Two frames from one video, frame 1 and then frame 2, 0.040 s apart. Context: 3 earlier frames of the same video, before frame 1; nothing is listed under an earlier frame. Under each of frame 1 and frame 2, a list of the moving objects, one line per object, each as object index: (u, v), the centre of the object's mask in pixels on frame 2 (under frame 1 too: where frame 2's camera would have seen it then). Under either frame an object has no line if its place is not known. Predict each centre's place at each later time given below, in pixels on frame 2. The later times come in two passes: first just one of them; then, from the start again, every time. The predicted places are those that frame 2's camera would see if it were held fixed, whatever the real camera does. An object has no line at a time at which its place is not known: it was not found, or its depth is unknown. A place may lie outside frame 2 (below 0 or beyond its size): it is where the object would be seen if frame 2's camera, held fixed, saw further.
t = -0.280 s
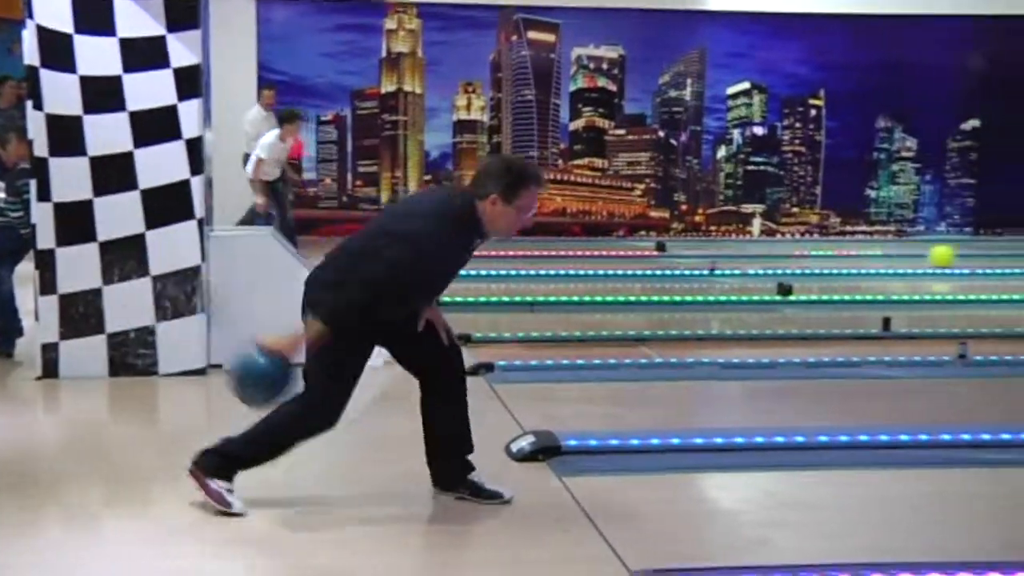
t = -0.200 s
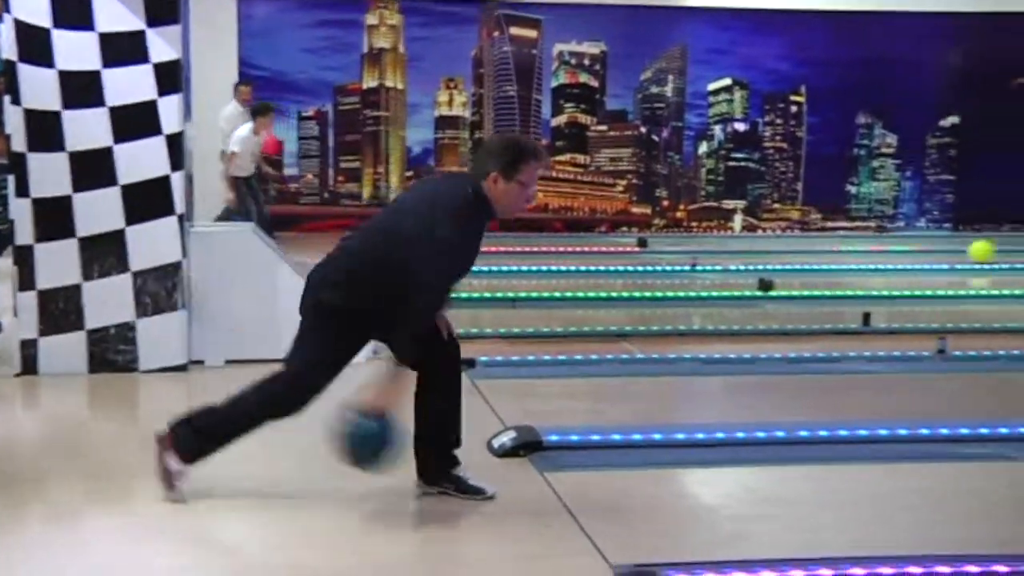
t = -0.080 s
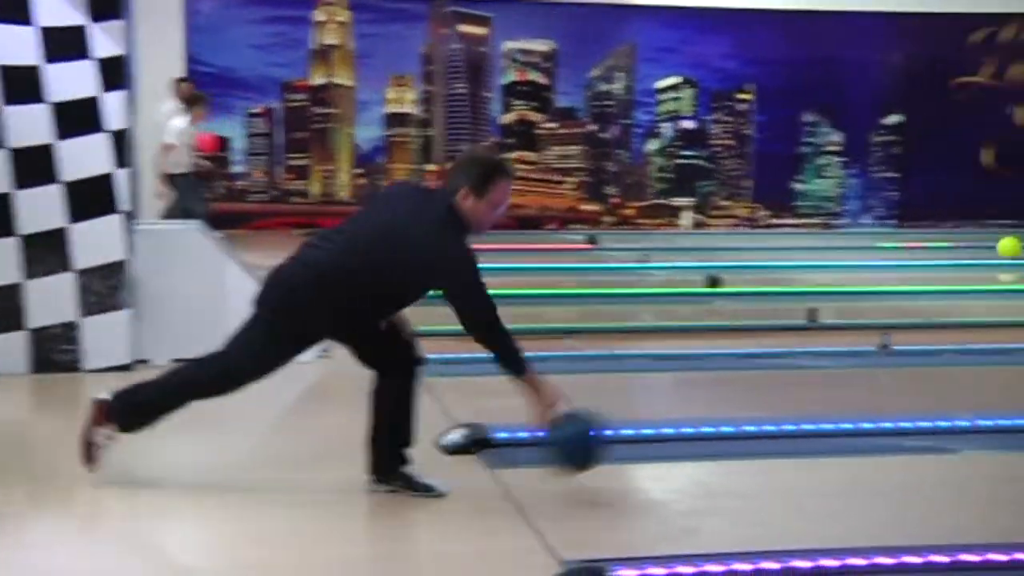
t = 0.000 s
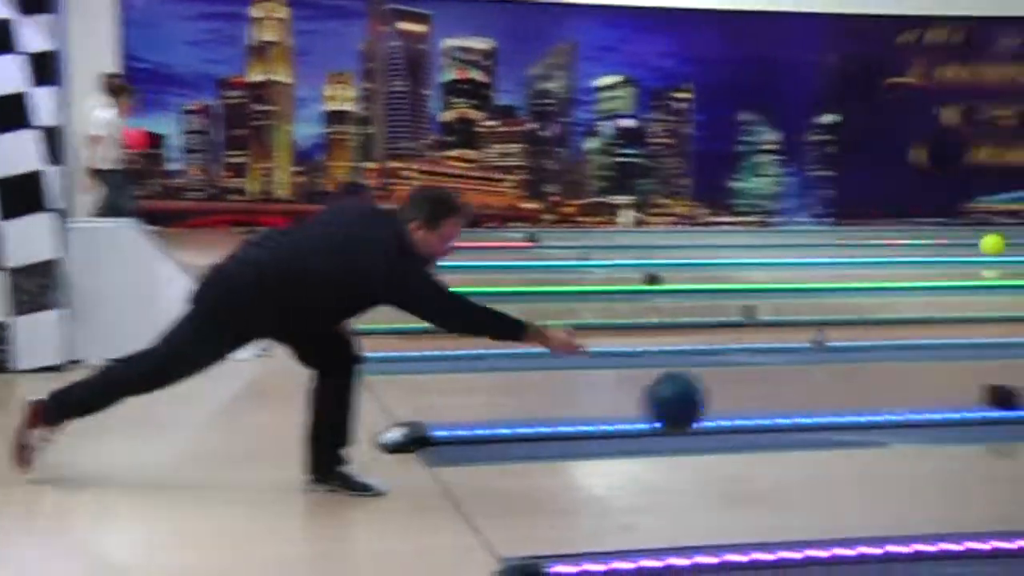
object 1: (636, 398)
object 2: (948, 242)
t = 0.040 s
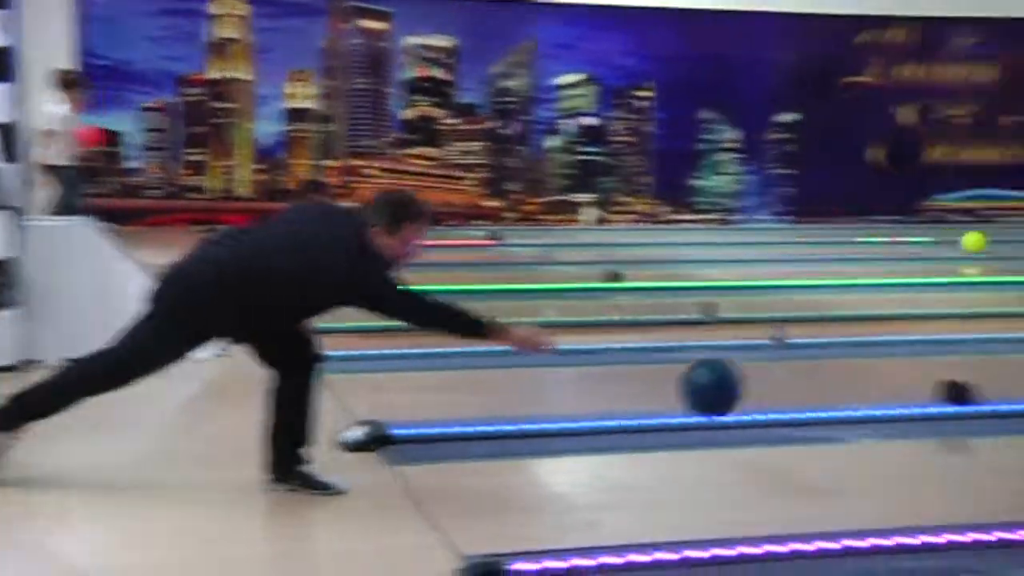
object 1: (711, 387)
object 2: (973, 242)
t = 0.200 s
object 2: (1070, 240)
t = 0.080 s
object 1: (784, 380)
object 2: (998, 241)
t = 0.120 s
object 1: (855, 379)
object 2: (1021, 241)
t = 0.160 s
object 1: (924, 381)
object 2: (1046, 240)
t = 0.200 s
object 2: (1070, 240)
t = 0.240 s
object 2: (1094, 240)
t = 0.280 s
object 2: (1117, 240)
